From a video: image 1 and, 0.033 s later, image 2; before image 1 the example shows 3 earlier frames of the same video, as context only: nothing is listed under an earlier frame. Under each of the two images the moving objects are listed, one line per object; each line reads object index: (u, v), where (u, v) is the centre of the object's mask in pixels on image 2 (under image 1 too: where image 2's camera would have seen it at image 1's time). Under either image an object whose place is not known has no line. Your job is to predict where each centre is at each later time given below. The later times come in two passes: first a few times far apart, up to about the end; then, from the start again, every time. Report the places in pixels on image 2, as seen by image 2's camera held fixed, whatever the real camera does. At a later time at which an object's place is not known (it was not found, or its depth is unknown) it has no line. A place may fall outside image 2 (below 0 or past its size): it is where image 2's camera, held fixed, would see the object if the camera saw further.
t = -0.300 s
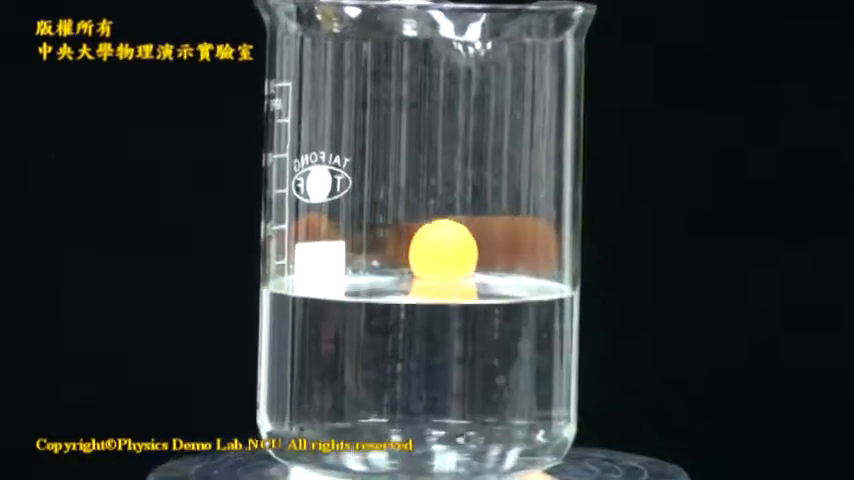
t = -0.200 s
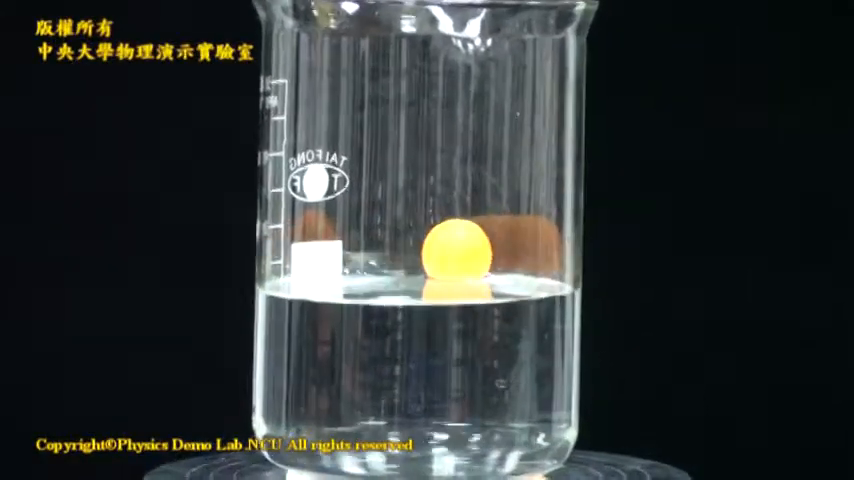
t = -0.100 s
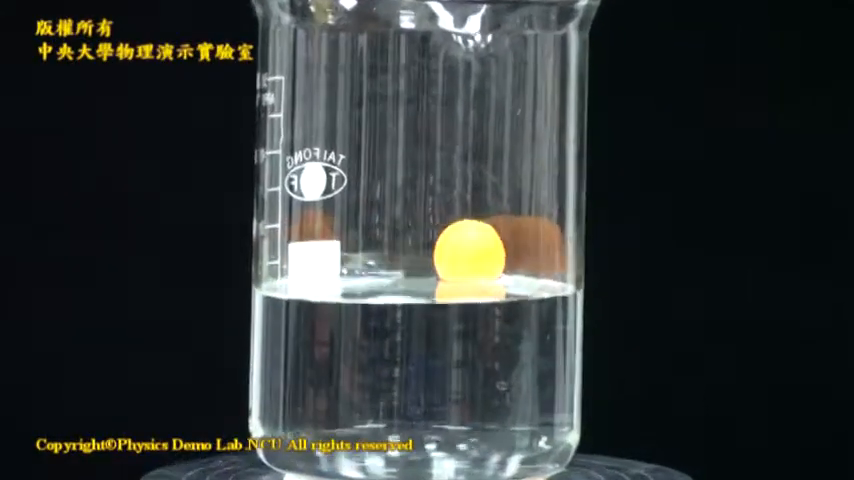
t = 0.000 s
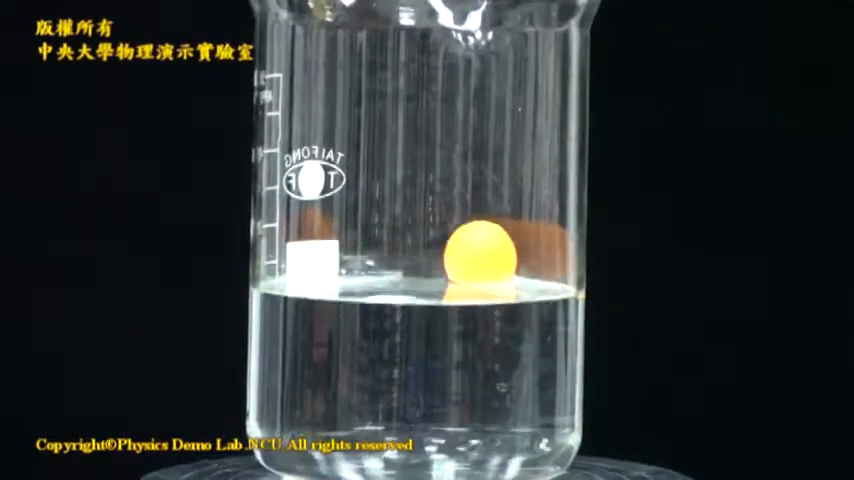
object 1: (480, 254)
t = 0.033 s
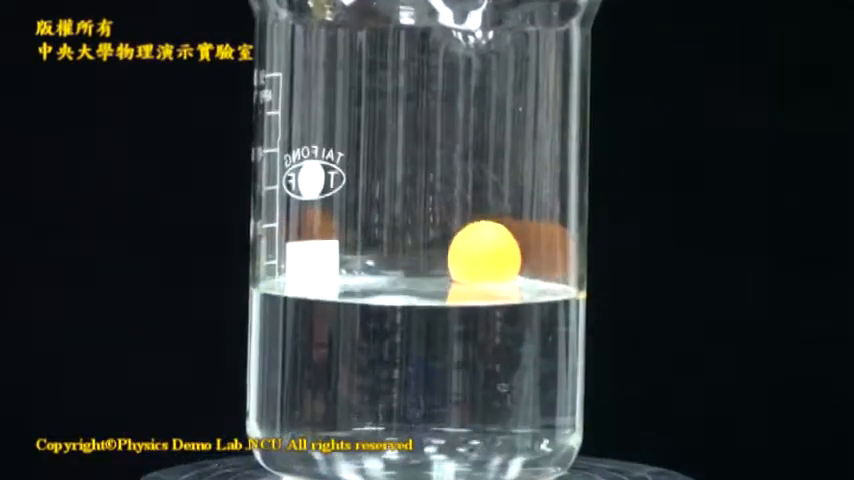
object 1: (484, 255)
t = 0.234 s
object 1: (504, 255)
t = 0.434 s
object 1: (519, 260)
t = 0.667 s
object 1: (531, 258)
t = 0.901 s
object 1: (532, 265)
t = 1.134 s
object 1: (524, 265)
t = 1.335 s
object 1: (507, 270)
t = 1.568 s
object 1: (485, 269)
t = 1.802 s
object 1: (460, 273)
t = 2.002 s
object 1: (437, 271)
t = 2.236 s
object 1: (409, 274)
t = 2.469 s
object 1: (375, 271)
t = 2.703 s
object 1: (344, 273)
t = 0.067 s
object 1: (487, 254)
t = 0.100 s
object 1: (490, 254)
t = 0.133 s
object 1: (494, 254)
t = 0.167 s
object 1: (497, 254)
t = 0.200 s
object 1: (501, 254)
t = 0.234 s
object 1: (504, 255)
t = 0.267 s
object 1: (507, 254)
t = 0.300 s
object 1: (510, 256)
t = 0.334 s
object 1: (512, 256)
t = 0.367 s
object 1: (515, 257)
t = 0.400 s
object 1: (517, 258)
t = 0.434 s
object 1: (519, 260)
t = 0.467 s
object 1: (521, 260)
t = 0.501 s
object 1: (523, 260)
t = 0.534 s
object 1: (525, 260)
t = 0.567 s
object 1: (527, 259)
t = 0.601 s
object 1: (528, 258)
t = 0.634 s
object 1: (530, 258)
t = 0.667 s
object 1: (531, 258)
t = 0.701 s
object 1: (532, 259)
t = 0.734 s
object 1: (532, 260)
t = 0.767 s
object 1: (533, 261)
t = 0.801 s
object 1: (533, 262)
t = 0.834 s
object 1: (533, 263)
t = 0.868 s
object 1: (532, 265)
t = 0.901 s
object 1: (532, 265)
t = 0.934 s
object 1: (532, 265)
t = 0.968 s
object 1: (532, 265)
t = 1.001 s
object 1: (531, 265)
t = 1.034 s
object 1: (530, 264)
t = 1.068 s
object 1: (528, 265)
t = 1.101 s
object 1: (526, 265)
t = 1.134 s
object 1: (524, 265)
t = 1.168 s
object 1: (521, 266)
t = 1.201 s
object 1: (519, 266)
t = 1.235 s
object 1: (516, 268)
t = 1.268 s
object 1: (513, 269)
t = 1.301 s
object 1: (510, 270)
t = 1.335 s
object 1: (507, 270)
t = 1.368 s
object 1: (504, 270)
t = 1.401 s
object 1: (501, 270)
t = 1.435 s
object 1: (498, 270)
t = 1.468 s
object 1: (495, 269)
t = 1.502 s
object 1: (492, 269)
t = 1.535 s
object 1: (489, 269)
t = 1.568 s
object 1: (485, 269)
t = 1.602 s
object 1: (481, 269)
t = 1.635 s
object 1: (477, 270)
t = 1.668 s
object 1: (473, 271)
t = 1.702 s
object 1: (470, 272)
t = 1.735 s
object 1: (466, 273)
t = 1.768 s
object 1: (463, 273)
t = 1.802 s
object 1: (460, 273)
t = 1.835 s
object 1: (457, 273)
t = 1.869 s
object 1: (453, 272)
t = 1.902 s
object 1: (450, 272)
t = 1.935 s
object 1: (446, 271)
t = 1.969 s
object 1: (441, 271)
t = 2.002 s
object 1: (437, 271)
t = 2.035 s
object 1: (433, 271)
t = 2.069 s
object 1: (429, 272)
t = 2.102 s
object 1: (424, 273)
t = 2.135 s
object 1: (421, 273)
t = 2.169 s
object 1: (417, 274)
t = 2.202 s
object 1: (413, 274)
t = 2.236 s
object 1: (409, 274)
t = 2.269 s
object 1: (404, 274)
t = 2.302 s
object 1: (400, 273)
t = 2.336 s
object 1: (395, 273)
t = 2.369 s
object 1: (390, 272)
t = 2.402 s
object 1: (385, 271)
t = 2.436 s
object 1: (380, 271)
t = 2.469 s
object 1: (375, 271)
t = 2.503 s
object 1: (371, 271)
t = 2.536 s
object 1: (366, 272)
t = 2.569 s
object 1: (361, 272)
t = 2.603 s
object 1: (357, 273)
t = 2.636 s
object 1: (353, 273)
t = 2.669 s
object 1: (348, 273)
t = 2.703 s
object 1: (344, 273)
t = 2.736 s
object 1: (339, 272)
